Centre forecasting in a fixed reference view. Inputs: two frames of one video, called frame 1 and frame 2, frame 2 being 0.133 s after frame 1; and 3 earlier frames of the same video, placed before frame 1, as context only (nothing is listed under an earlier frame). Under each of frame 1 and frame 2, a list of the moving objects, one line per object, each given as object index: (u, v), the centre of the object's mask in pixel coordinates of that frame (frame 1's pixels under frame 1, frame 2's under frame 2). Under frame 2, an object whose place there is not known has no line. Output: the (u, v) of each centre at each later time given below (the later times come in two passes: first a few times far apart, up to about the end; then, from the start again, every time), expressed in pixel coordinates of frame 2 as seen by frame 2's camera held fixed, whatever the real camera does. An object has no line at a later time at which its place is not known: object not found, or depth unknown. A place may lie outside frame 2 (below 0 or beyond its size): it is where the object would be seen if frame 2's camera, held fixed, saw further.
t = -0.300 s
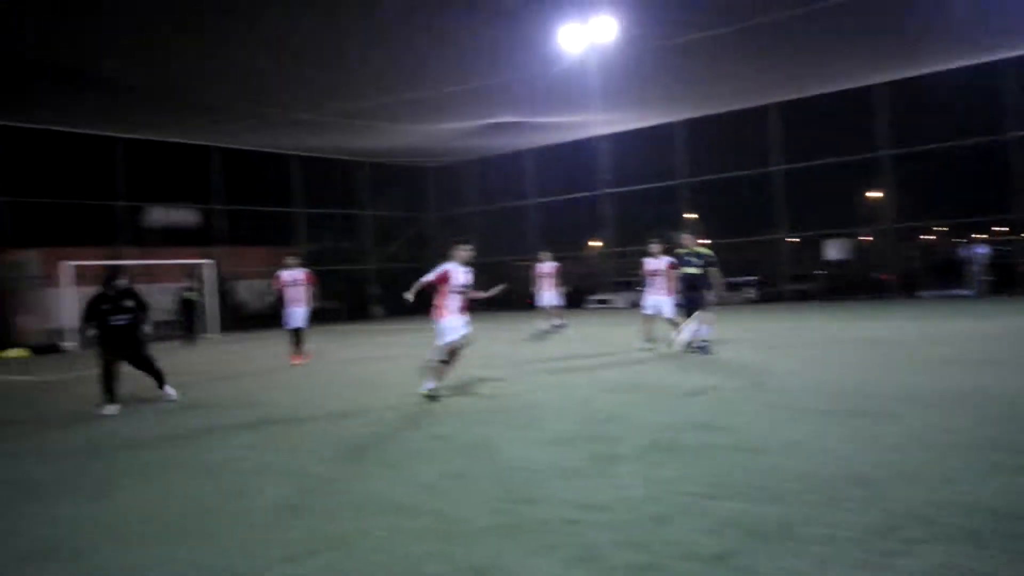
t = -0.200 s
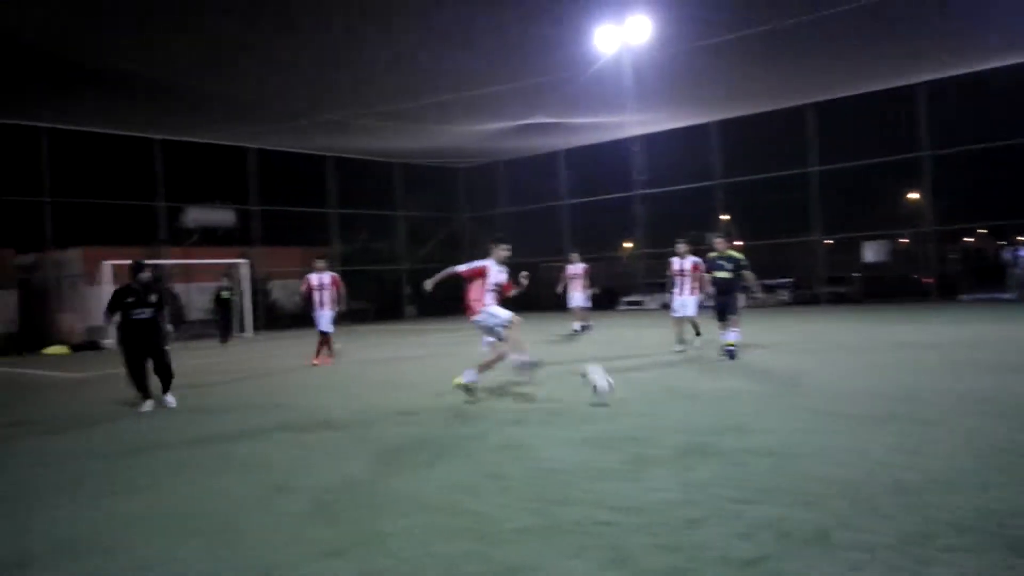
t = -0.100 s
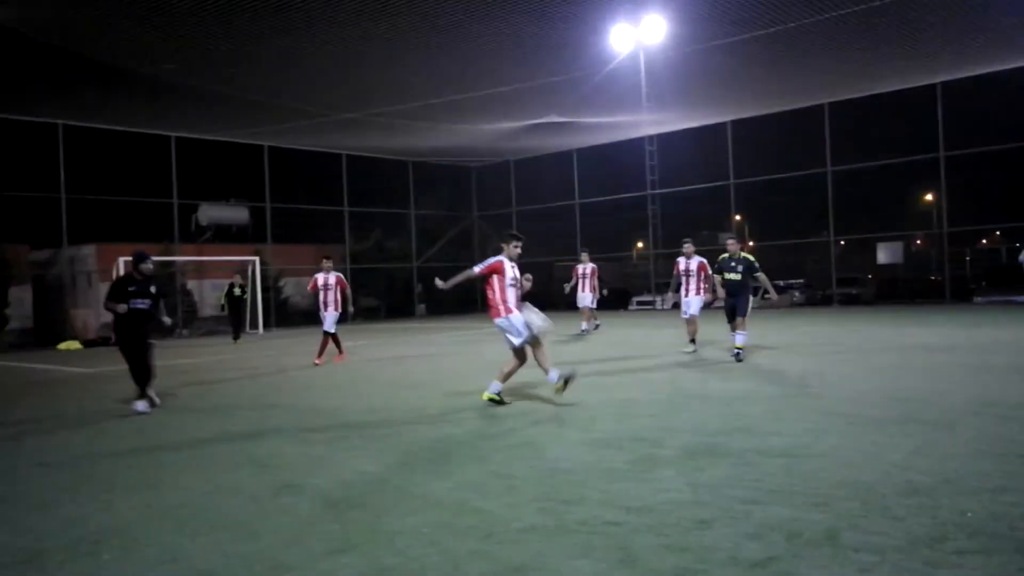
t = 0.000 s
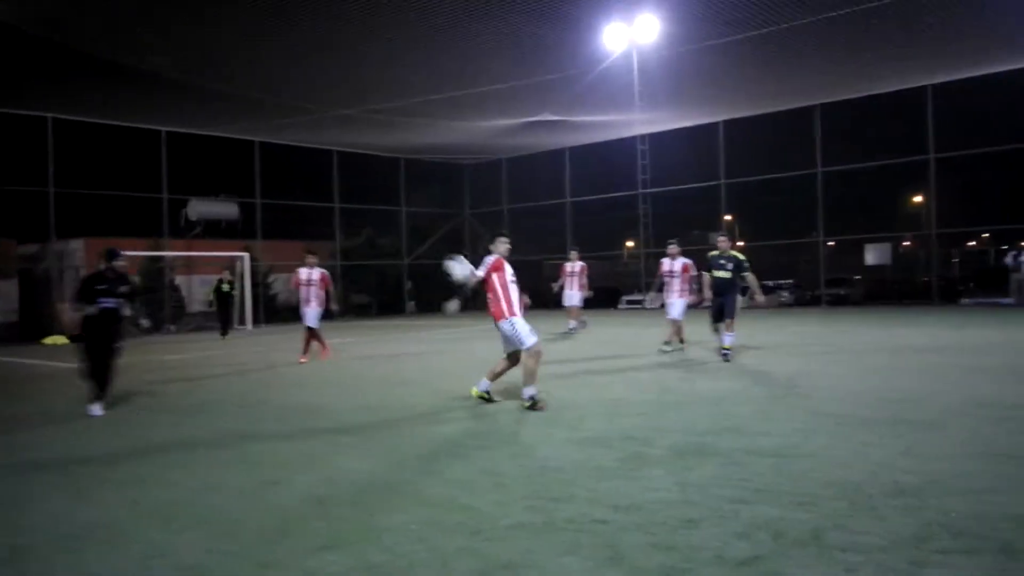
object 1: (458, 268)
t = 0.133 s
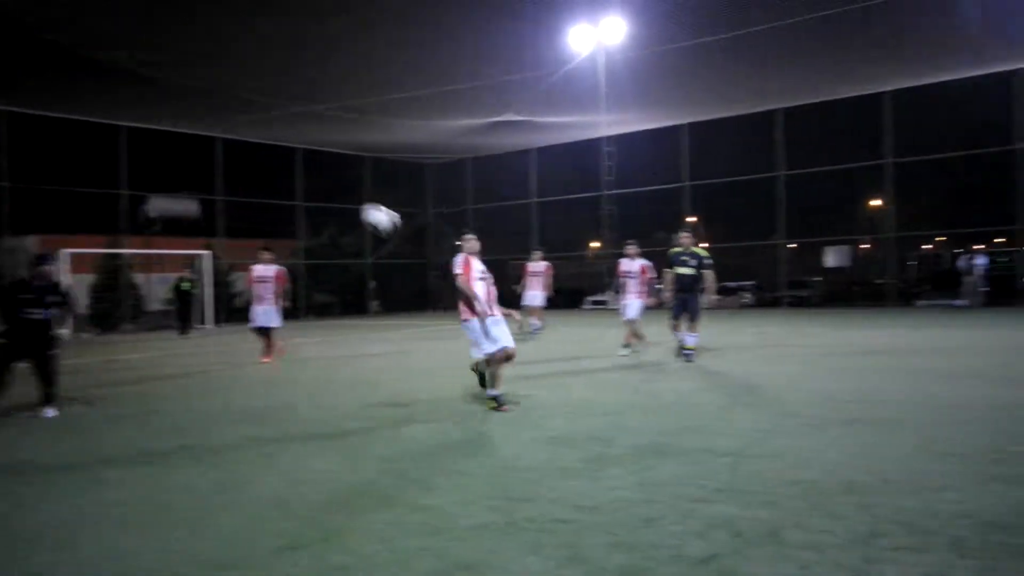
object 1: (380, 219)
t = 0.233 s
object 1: (340, 189)
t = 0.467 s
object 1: (215, 162)
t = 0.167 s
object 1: (368, 207)
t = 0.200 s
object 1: (354, 197)
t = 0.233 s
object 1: (340, 189)
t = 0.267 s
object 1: (324, 181)
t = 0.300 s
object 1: (309, 175)
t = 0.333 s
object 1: (292, 168)
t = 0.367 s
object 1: (275, 164)
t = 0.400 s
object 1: (255, 163)
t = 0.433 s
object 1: (235, 161)
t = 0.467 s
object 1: (215, 162)
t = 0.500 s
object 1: (194, 165)
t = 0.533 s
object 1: (170, 169)
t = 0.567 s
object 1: (145, 177)
